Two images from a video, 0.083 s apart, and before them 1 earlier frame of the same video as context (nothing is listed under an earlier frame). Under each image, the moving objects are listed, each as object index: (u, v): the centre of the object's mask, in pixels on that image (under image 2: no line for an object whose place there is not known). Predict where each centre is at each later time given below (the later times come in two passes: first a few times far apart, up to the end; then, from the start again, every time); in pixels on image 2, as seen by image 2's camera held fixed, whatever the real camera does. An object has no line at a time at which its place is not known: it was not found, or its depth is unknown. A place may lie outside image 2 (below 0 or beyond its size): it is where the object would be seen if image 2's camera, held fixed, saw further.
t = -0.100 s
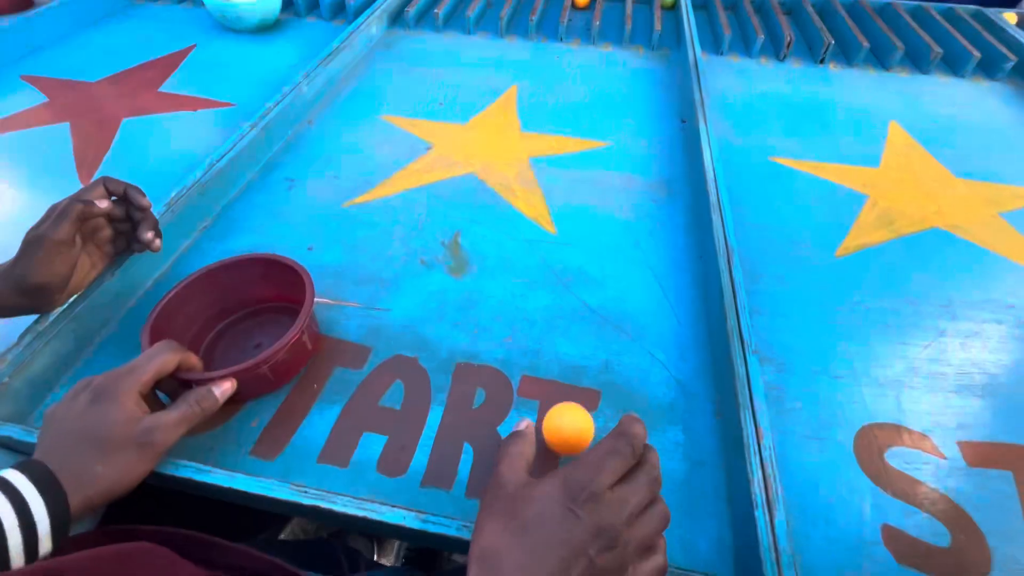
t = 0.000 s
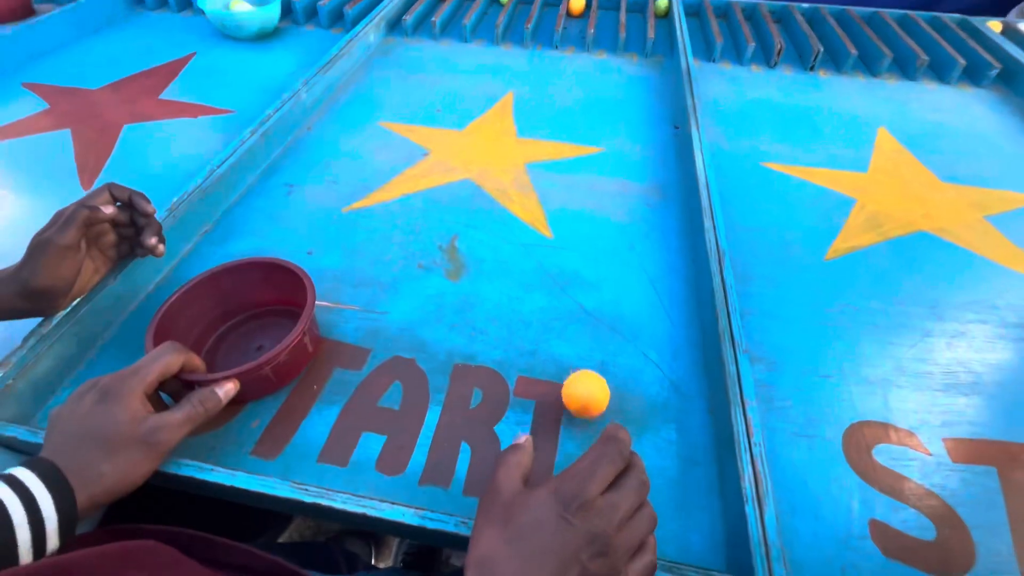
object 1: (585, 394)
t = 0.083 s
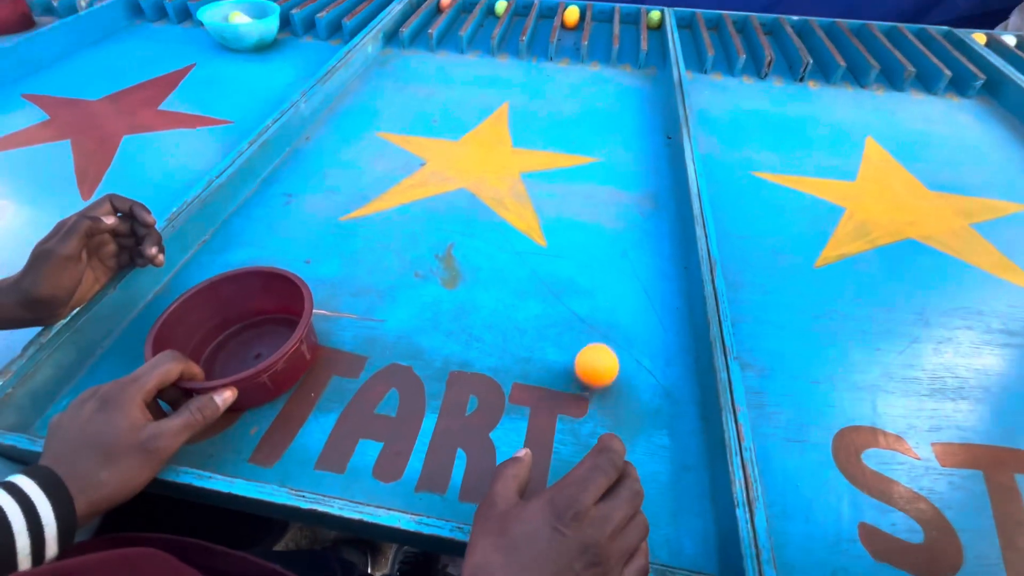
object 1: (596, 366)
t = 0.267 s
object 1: (628, 275)
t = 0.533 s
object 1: (661, 155)
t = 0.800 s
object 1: (651, 64)
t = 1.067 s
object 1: (588, 59)
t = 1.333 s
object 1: (584, 59)
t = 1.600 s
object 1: (589, 58)
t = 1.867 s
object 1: (601, 50)
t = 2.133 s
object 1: (603, 26)
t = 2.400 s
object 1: (604, 25)
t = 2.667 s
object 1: (605, 19)
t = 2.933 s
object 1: (605, 16)
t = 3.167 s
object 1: (604, 12)
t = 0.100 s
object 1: (600, 356)
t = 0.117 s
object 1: (603, 348)
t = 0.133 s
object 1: (606, 341)
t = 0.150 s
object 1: (608, 335)
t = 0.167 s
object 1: (612, 325)
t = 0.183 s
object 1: (615, 316)
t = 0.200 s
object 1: (618, 307)
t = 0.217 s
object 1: (621, 300)
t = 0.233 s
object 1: (623, 294)
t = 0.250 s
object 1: (625, 285)
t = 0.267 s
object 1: (628, 275)
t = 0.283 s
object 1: (631, 267)
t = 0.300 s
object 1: (633, 259)
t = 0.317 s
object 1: (635, 252)
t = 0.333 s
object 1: (638, 243)
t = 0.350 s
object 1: (641, 234)
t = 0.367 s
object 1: (642, 228)
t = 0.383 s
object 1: (643, 222)
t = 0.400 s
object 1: (646, 212)
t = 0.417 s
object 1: (649, 204)
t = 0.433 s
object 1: (650, 198)
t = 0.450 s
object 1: (652, 190)
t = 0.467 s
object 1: (654, 182)
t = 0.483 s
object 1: (656, 176)
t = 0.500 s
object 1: (657, 170)
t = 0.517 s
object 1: (660, 162)
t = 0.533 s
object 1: (661, 155)
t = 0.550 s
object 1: (662, 149)
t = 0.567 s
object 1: (663, 143)
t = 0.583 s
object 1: (662, 136)
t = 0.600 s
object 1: (659, 130)
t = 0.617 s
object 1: (657, 124)
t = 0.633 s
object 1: (657, 118)
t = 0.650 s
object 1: (656, 112)
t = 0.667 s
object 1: (655, 106)
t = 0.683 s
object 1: (655, 100)
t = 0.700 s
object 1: (654, 95)
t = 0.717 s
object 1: (654, 89)
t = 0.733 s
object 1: (653, 85)
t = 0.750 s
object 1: (652, 79)
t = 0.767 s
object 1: (652, 74)
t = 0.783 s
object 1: (651, 68)
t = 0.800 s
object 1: (651, 64)
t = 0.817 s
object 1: (656, 61)
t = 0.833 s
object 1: (650, 59)
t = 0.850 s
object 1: (644, 58)
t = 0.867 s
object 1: (636, 58)
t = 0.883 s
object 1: (629, 60)
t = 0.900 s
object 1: (622, 60)
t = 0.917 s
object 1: (616, 58)
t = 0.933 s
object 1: (611, 56)
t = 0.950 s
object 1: (605, 56)
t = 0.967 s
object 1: (599, 57)
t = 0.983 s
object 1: (594, 59)
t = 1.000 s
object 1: (590, 56)
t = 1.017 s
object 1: (589, 54)
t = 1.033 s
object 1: (589, 55)
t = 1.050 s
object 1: (588, 56)
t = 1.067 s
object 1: (588, 59)
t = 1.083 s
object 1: (587, 61)
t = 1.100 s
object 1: (587, 59)
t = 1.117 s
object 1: (587, 58)
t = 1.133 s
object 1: (586, 58)
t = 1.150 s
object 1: (585, 59)
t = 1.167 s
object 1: (585, 59)
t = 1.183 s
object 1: (585, 57)
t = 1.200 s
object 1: (584, 56)
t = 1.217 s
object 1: (584, 56)
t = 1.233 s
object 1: (584, 57)
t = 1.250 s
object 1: (584, 59)
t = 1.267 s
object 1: (584, 58)
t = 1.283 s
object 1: (584, 59)
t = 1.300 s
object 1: (584, 60)
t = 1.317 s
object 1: (584, 59)
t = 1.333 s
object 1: (584, 59)
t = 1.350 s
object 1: (584, 59)
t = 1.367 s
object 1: (584, 59)
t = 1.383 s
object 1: (584, 59)
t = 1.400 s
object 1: (584, 58)
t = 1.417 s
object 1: (584, 58)
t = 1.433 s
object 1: (584, 58)
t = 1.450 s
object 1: (585, 58)
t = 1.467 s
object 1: (585, 58)
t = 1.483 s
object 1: (585, 58)
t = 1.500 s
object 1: (586, 58)
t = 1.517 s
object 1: (586, 58)
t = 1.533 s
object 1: (586, 58)
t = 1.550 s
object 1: (587, 58)
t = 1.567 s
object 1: (587, 58)
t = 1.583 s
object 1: (588, 58)
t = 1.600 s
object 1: (589, 58)
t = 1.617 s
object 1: (589, 58)
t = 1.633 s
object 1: (590, 58)
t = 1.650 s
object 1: (591, 58)
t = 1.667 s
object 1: (591, 57)
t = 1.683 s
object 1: (592, 57)
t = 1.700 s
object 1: (593, 57)
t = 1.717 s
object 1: (594, 57)
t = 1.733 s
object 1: (595, 56)
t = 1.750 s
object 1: (595, 56)
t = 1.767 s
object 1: (596, 55)
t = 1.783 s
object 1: (597, 54)
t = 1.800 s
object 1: (598, 53)
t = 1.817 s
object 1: (599, 53)
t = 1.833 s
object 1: (600, 52)
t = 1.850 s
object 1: (601, 51)
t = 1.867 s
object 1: (601, 50)
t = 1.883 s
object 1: (601, 49)
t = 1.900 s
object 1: (601, 48)
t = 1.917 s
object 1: (601, 46)
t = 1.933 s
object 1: (601, 45)
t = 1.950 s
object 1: (601, 44)
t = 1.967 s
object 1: (601, 43)
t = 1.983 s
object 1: (602, 41)
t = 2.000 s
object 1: (602, 40)
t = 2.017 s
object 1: (602, 38)
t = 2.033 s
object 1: (602, 36)
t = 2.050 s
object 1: (602, 35)
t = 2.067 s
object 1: (602, 33)
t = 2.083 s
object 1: (602, 31)
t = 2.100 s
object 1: (602, 30)
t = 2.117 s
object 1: (603, 28)
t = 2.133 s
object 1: (603, 26)
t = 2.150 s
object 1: (603, 24)
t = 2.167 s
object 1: (603, 22)
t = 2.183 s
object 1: (603, 20)
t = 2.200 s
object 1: (604, 18)
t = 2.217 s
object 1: (604, 16)
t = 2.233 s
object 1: (604, 15)
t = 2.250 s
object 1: (604, 15)
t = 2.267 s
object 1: (604, 17)
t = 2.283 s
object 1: (604, 20)
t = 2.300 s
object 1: (604, 21)
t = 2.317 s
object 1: (604, 21)
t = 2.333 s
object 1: (604, 22)
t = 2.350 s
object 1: (604, 24)
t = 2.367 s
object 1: (604, 24)
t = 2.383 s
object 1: (604, 25)
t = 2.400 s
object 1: (604, 25)
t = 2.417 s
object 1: (604, 25)
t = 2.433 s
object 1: (604, 24)
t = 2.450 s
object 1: (604, 25)
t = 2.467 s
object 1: (604, 24)
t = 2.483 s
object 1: (604, 24)
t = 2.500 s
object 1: (604, 25)
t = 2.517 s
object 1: (604, 24)
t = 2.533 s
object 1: (604, 24)
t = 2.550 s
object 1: (604, 23)
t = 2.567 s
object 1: (605, 23)
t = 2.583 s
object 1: (605, 23)
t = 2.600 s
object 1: (605, 22)
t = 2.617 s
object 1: (605, 21)
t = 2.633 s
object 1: (605, 20)
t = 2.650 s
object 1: (605, 20)
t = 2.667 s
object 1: (605, 19)
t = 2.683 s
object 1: (605, 18)
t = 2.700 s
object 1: (605, 17)
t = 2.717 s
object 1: (605, 16)
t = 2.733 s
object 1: (605, 15)
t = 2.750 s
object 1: (605, 14)
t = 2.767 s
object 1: (605, 14)
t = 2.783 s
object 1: (605, 14)
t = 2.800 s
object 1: (605, 16)
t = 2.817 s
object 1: (605, 16)
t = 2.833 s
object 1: (605, 16)
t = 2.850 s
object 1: (605, 16)
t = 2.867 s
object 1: (605, 16)
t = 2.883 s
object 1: (605, 16)
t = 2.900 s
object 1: (605, 16)
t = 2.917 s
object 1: (605, 16)
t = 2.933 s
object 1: (605, 16)
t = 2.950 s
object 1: (605, 15)
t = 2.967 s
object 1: (605, 15)
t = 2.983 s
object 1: (605, 14)
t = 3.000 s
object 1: (605, 14)
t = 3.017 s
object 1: (605, 14)
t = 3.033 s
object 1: (605, 13)
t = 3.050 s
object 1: (605, 13)
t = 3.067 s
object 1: (605, 13)
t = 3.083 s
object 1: (605, 13)
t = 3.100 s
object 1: (605, 13)
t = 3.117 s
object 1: (605, 13)
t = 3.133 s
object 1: (604, 12)
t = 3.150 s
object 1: (604, 12)
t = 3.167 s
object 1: (604, 12)
